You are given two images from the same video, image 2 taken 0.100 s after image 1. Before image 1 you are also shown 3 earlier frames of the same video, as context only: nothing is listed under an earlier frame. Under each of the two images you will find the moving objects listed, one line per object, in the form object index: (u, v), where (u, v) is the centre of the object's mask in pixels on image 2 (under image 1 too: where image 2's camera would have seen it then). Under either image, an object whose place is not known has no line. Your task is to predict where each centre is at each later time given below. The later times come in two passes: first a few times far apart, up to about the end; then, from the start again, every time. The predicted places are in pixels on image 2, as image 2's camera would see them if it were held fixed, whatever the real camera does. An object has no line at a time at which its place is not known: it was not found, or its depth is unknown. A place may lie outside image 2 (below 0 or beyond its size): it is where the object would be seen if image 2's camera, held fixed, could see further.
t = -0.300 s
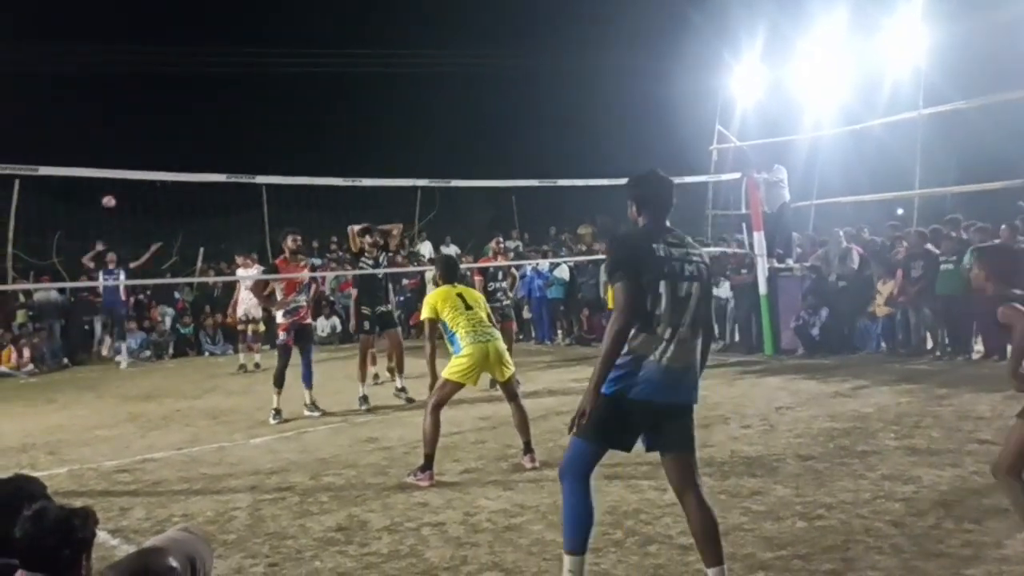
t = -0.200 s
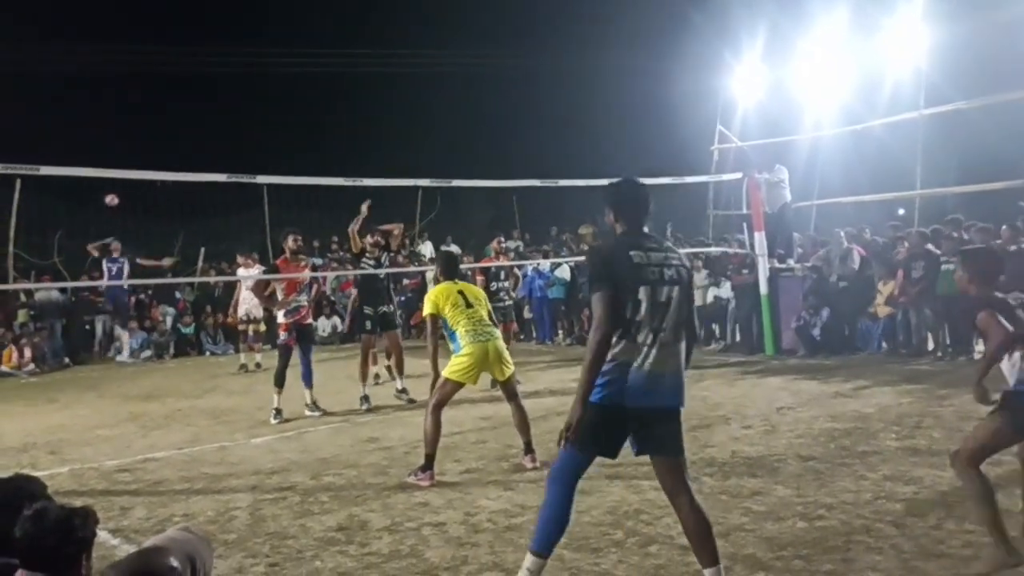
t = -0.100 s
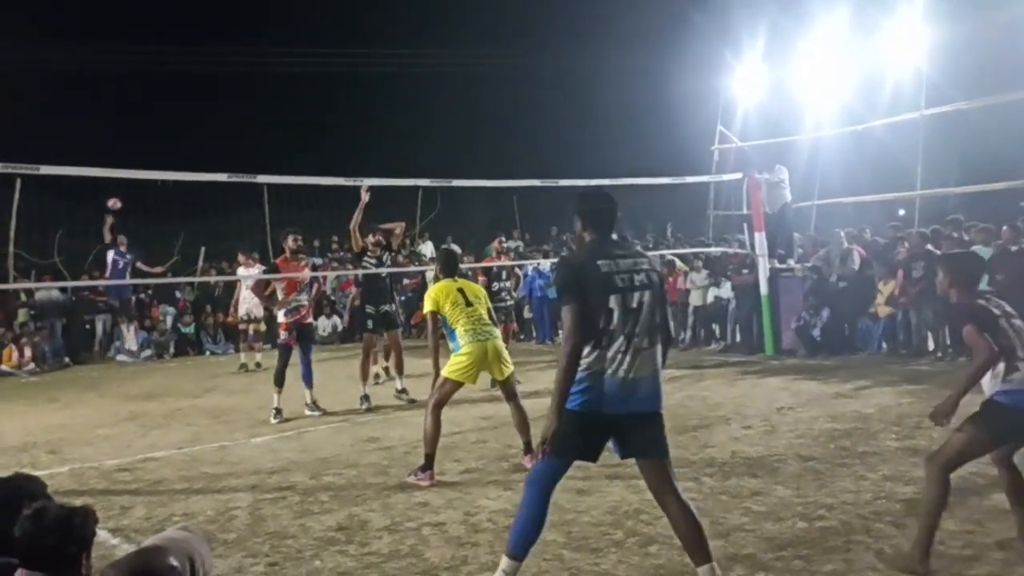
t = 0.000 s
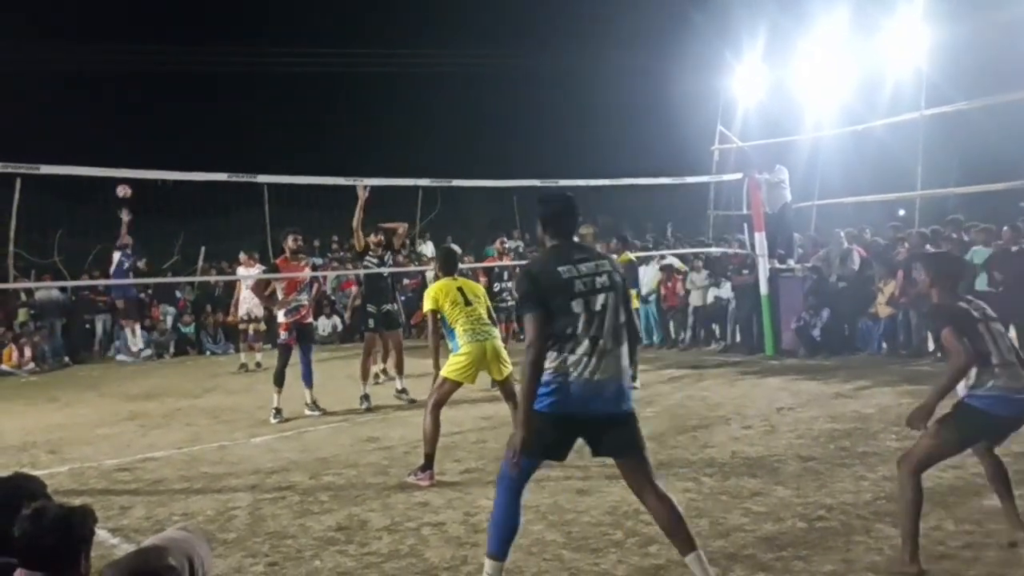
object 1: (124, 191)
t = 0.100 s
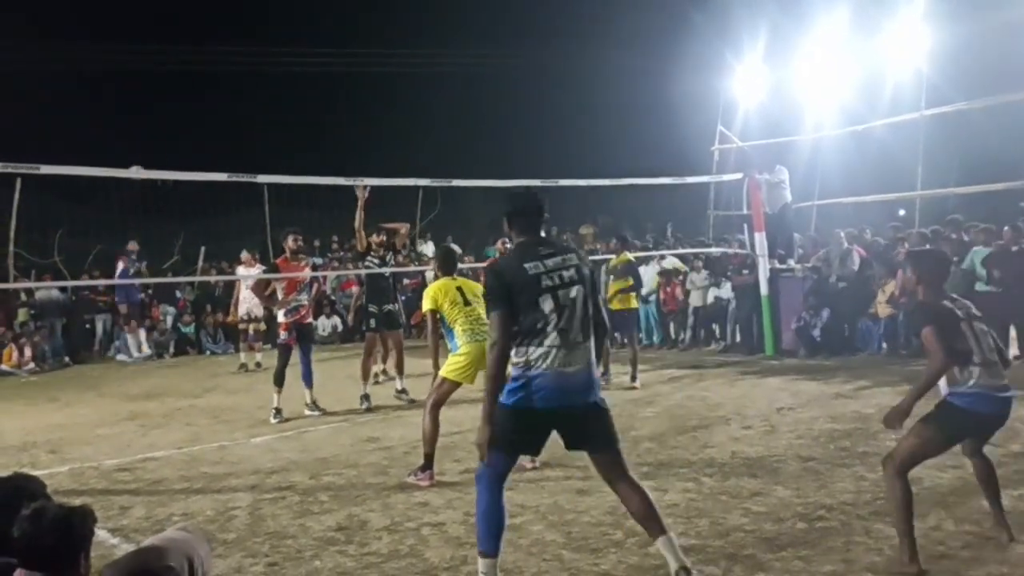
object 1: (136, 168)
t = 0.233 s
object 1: (155, 156)
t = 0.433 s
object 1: (192, 160)
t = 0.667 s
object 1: (225, 172)
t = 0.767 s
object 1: (238, 192)
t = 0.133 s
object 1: (141, 166)
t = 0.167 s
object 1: (146, 163)
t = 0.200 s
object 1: (151, 160)
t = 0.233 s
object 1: (155, 156)
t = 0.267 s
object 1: (160, 154)
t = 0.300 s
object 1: (166, 153)
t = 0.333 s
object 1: (172, 153)
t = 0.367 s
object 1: (178, 154)
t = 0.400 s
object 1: (185, 156)
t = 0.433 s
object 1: (192, 160)
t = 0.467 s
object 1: (200, 163)
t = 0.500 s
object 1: (209, 169)
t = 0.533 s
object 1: (212, 169)
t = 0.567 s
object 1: (215, 168)
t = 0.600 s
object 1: (218, 168)
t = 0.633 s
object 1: (221, 169)
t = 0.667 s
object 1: (225, 172)
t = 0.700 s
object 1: (229, 177)
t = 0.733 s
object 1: (233, 184)
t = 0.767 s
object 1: (238, 192)
